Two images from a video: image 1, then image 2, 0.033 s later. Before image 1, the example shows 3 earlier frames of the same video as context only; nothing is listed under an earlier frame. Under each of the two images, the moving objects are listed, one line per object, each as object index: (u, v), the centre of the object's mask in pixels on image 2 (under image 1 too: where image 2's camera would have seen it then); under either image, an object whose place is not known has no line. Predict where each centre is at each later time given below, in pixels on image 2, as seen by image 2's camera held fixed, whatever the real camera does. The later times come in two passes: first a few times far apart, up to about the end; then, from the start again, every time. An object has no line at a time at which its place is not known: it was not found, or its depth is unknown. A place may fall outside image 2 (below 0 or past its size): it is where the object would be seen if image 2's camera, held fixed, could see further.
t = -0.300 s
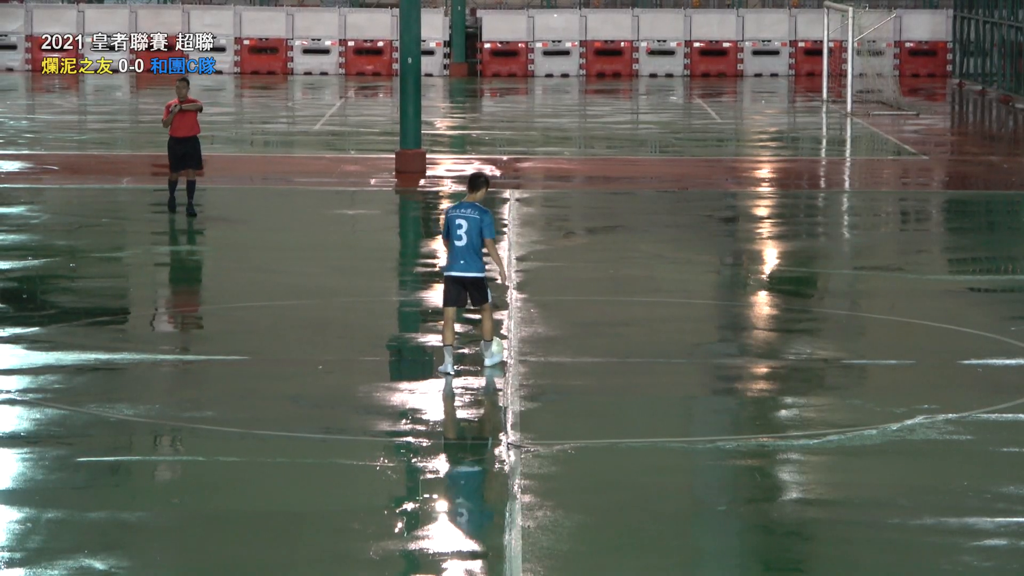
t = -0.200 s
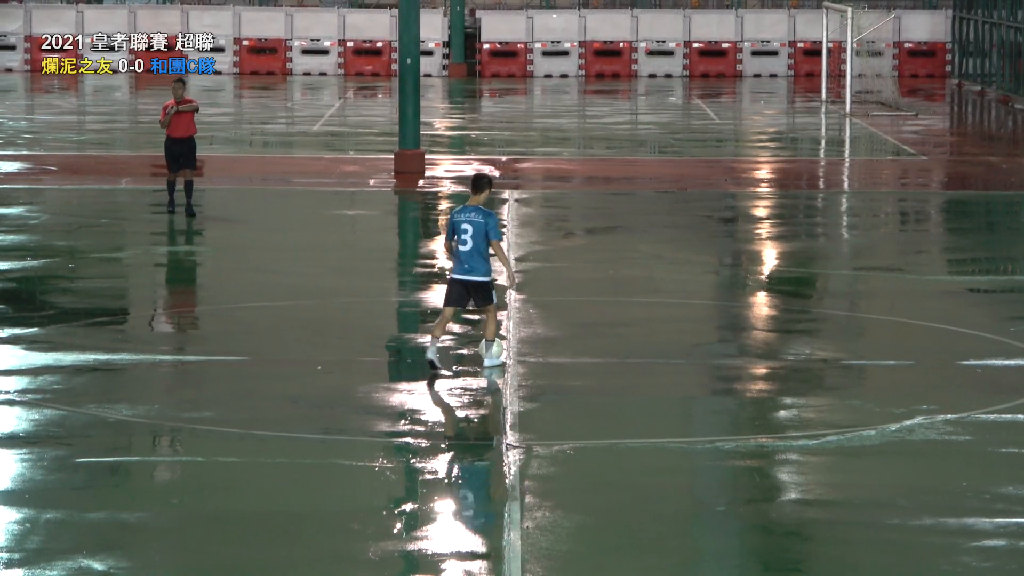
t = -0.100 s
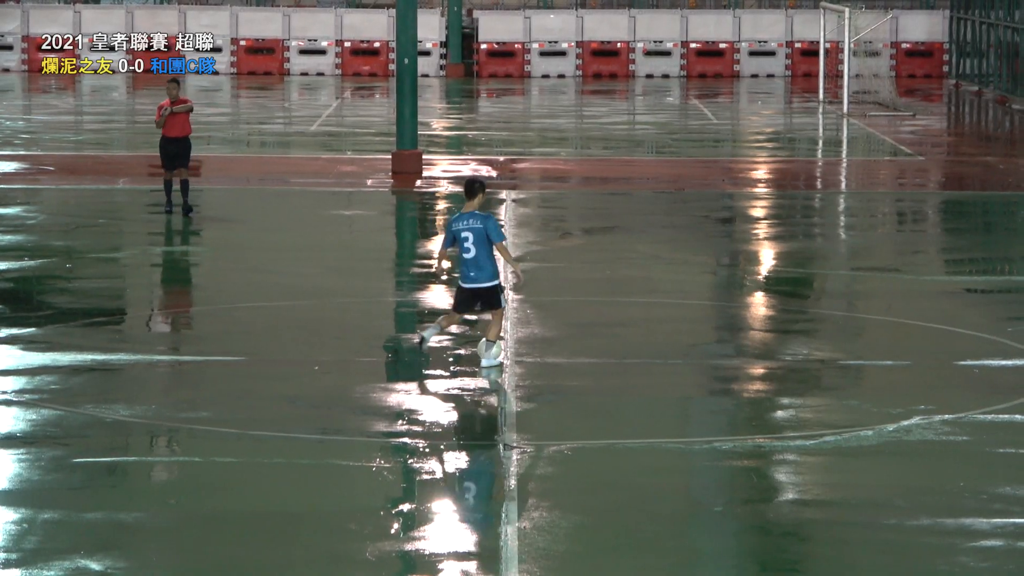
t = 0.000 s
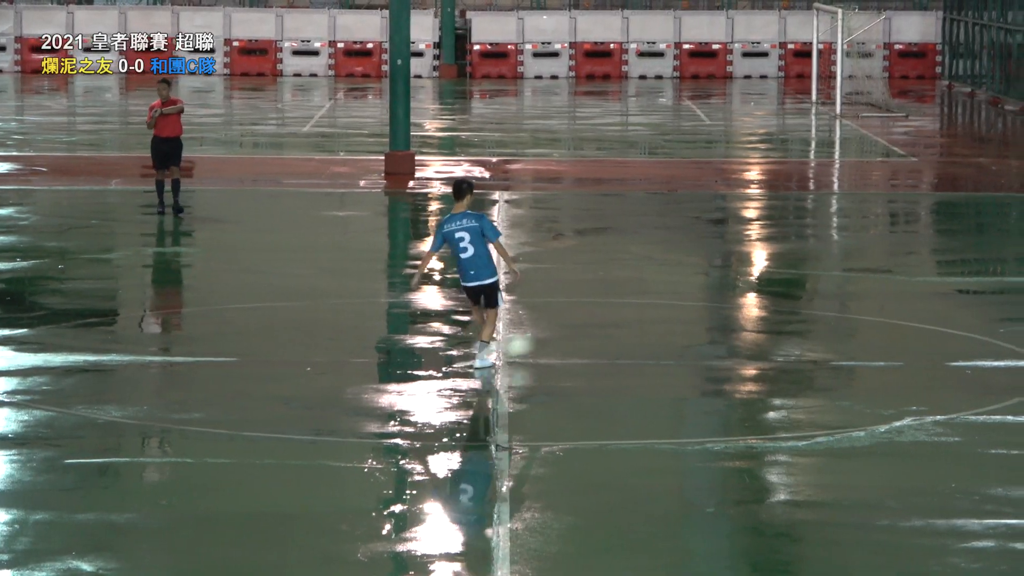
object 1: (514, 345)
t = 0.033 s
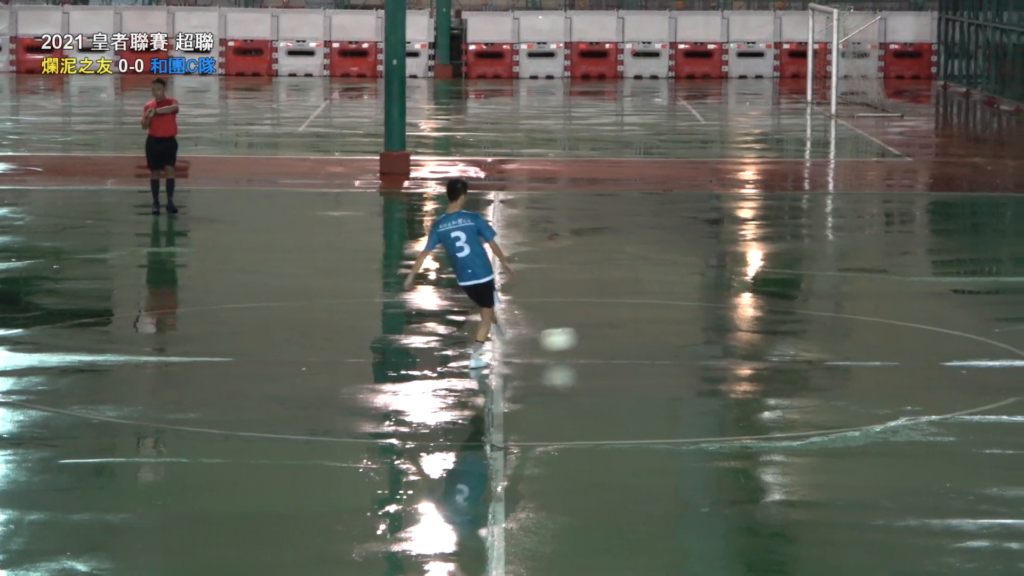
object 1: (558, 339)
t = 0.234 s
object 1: (823, 318)
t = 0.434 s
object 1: (1048, 297)
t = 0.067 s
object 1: (605, 335)
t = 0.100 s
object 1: (652, 332)
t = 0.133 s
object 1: (698, 330)
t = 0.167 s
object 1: (740, 328)
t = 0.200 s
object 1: (782, 323)
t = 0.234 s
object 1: (823, 318)
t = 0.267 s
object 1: (863, 316)
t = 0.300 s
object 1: (902, 315)
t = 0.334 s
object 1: (940, 310)
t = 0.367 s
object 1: (976, 304)
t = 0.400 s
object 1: (1012, 300)
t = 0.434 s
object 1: (1048, 297)
